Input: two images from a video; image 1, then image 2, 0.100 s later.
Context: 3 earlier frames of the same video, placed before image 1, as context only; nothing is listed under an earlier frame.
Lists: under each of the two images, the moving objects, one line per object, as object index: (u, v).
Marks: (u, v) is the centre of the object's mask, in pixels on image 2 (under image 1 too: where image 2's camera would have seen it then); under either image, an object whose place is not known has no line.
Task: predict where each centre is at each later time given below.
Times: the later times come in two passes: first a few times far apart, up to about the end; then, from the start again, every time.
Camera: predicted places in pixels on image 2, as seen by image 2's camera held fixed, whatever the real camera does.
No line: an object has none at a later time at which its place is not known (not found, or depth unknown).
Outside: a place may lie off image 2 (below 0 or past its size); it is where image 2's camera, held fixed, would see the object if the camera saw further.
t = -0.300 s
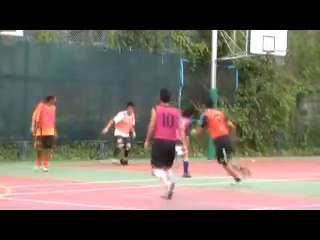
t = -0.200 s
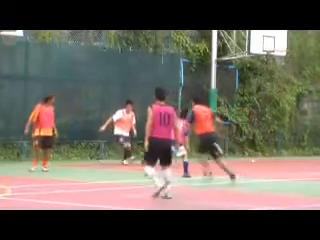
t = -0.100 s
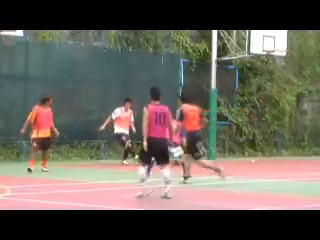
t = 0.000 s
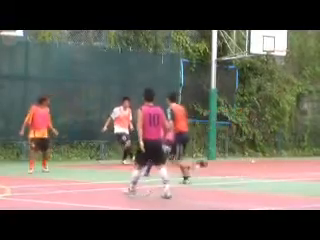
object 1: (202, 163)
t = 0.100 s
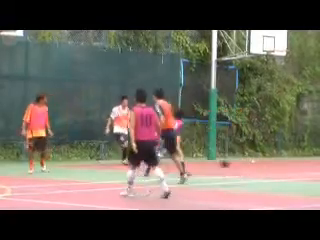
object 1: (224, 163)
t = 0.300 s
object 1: (262, 164)
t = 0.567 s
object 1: (312, 165)
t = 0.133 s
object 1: (231, 164)
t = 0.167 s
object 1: (237, 163)
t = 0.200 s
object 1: (244, 163)
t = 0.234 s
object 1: (250, 163)
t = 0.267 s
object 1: (257, 163)
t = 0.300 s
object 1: (262, 164)
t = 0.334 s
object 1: (269, 164)
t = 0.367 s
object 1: (275, 164)
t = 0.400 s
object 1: (281, 164)
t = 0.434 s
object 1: (287, 164)
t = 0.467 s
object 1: (294, 164)
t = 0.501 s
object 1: (299, 165)
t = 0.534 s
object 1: (306, 164)
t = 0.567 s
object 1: (312, 165)
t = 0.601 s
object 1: (318, 165)
